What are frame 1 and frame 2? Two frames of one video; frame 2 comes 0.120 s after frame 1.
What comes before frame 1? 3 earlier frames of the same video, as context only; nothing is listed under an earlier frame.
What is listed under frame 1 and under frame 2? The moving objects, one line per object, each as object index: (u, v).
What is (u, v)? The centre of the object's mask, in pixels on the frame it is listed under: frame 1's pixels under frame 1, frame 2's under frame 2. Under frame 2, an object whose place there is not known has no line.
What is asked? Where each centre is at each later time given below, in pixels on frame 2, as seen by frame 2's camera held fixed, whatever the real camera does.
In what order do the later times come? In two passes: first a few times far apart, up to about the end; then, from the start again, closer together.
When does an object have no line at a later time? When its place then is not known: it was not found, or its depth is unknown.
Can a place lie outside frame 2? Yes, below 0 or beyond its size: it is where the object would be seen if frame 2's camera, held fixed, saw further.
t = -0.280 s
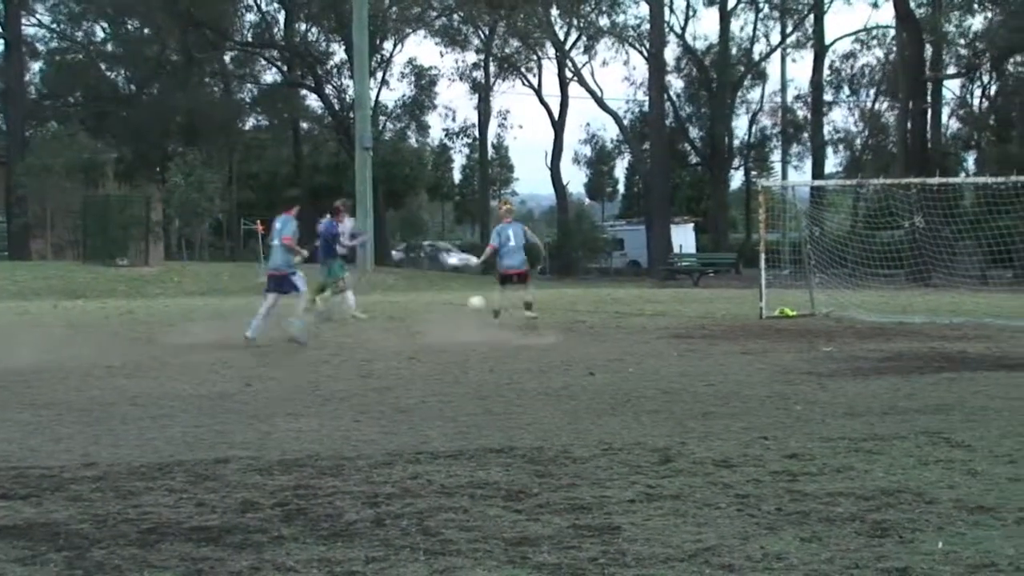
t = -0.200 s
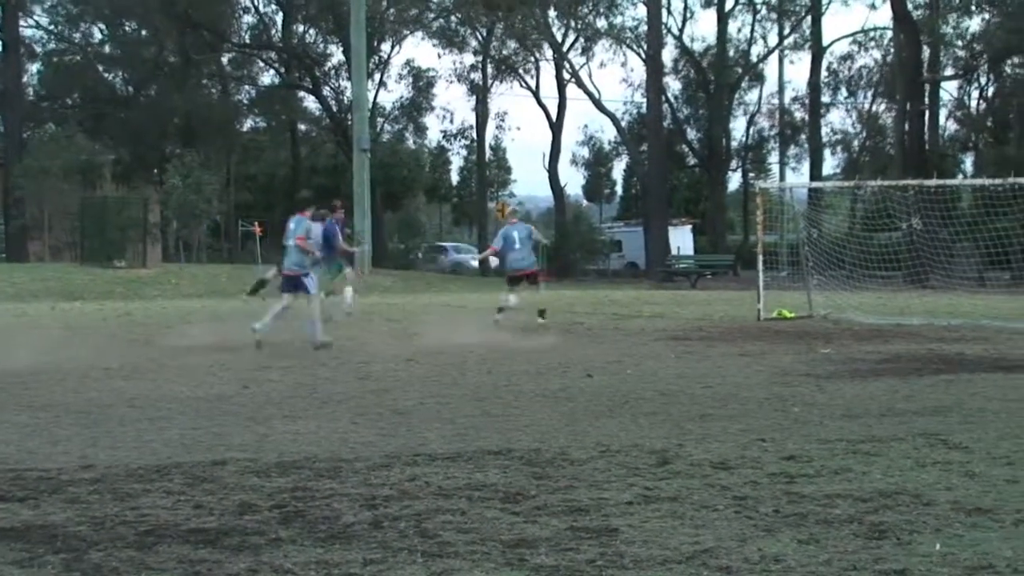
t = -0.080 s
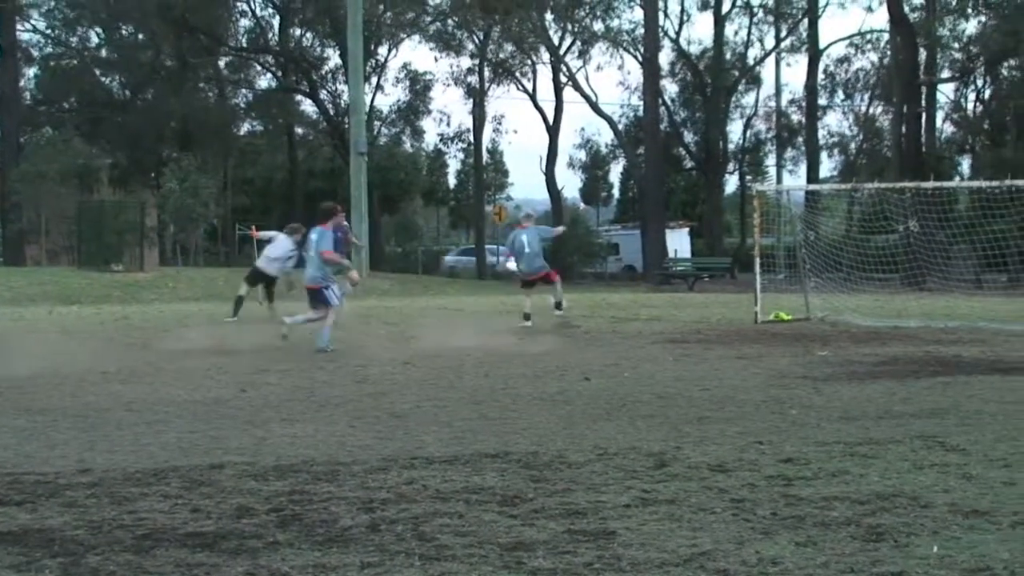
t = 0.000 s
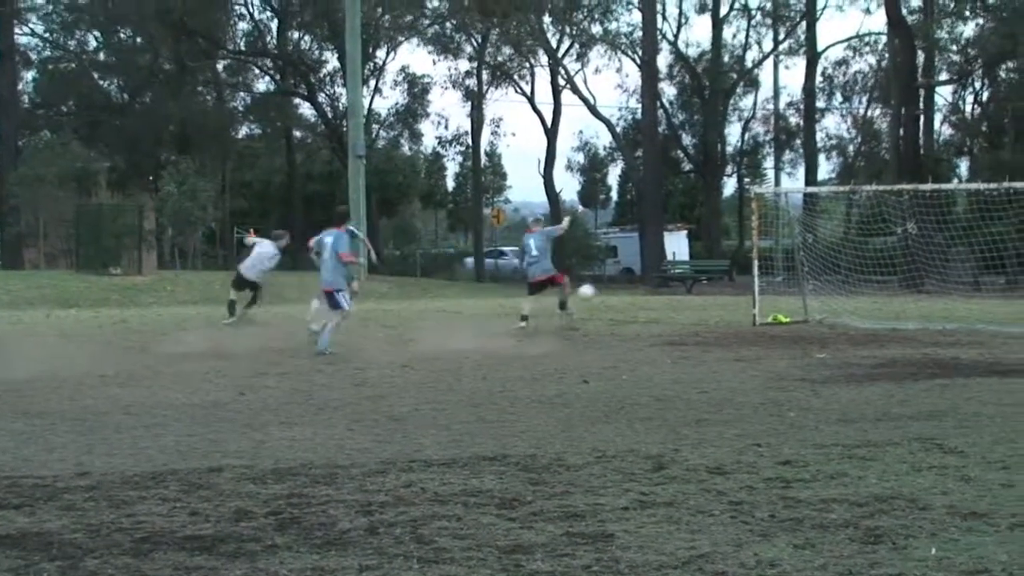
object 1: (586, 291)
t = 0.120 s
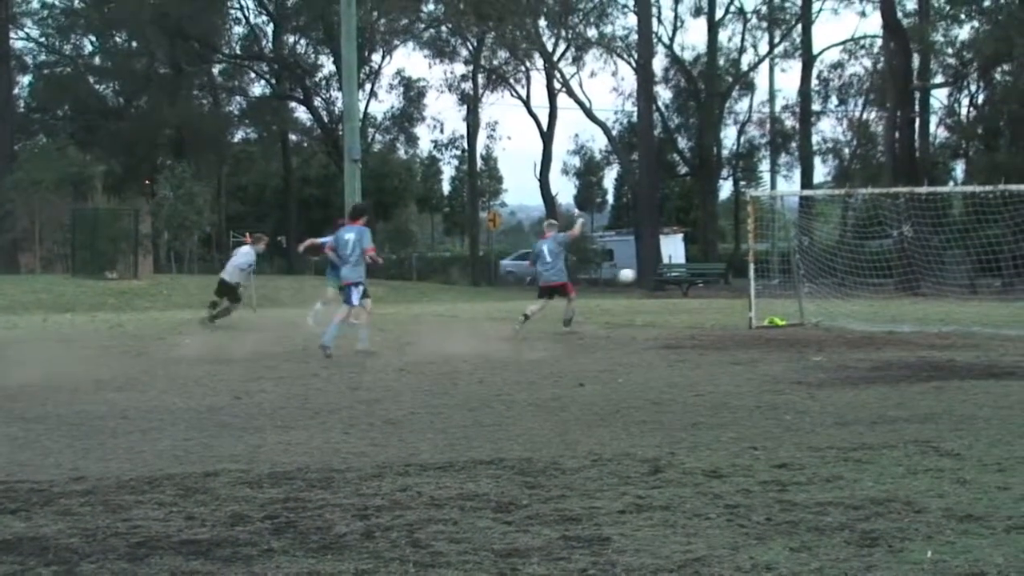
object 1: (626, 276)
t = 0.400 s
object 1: (721, 271)
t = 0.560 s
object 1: (772, 290)
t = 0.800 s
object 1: (833, 281)
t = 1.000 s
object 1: (877, 271)
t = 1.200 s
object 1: (919, 285)
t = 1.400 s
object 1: (959, 289)
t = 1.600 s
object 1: (997, 280)
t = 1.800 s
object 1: (1034, 294)
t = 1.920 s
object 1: (1054, 293)
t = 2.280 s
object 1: (1117, 294)
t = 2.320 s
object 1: (1121, 294)
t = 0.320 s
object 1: (695, 267)
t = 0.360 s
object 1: (708, 268)
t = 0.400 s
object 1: (721, 271)
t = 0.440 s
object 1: (733, 275)
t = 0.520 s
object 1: (760, 285)
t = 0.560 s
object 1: (772, 290)
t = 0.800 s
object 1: (833, 281)
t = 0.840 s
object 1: (841, 277)
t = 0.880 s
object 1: (851, 274)
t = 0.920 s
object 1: (859, 272)
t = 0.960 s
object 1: (868, 271)
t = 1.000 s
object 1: (877, 271)
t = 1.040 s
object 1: (885, 272)
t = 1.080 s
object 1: (894, 273)
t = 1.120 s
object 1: (902, 277)
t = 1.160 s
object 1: (911, 281)
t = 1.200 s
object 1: (919, 285)
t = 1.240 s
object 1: (927, 290)
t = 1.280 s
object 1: (936, 295)
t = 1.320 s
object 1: (944, 299)
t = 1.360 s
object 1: (952, 294)
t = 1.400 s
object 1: (959, 289)
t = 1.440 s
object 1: (967, 286)
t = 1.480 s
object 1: (975, 284)
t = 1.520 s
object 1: (983, 281)
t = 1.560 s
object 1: (991, 280)
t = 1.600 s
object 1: (997, 280)
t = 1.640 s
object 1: (1005, 281)
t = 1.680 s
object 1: (1012, 283)
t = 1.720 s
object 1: (1019, 286)
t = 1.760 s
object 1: (1026, 289)
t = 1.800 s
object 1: (1034, 294)
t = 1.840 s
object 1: (1041, 298)
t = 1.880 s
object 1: (1048, 296)
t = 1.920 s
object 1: (1054, 293)
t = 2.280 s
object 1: (1117, 294)
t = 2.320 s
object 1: (1121, 294)
